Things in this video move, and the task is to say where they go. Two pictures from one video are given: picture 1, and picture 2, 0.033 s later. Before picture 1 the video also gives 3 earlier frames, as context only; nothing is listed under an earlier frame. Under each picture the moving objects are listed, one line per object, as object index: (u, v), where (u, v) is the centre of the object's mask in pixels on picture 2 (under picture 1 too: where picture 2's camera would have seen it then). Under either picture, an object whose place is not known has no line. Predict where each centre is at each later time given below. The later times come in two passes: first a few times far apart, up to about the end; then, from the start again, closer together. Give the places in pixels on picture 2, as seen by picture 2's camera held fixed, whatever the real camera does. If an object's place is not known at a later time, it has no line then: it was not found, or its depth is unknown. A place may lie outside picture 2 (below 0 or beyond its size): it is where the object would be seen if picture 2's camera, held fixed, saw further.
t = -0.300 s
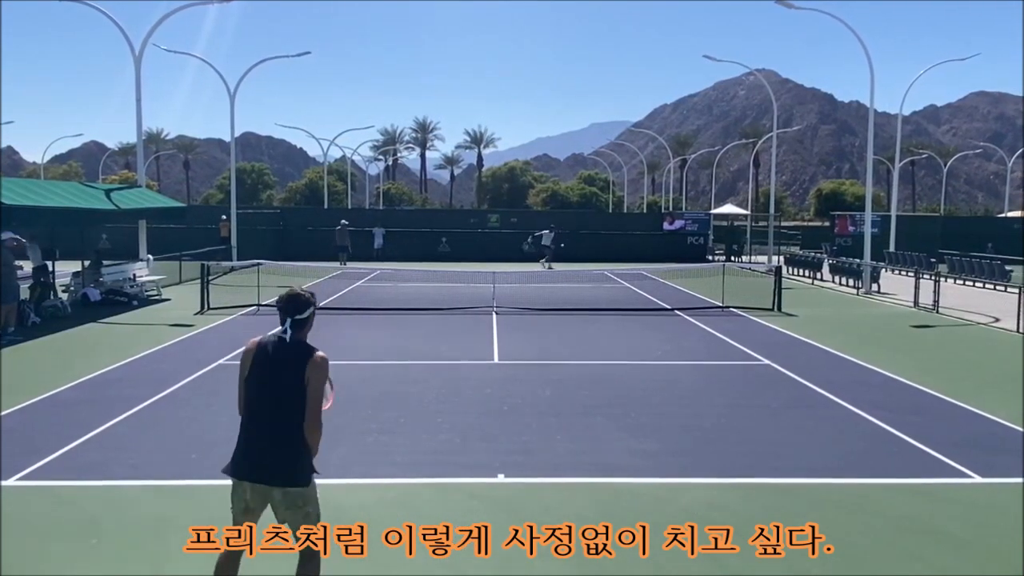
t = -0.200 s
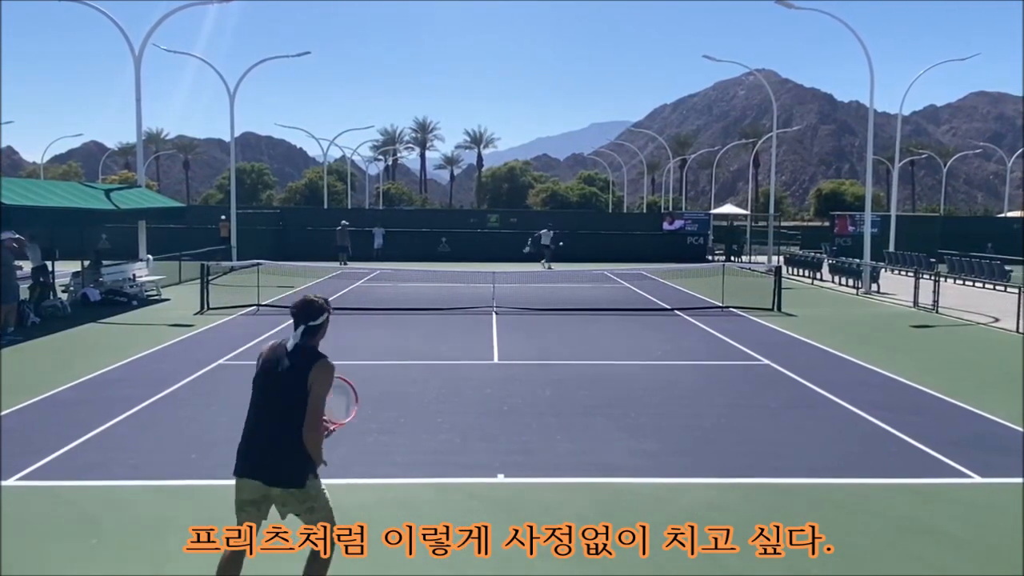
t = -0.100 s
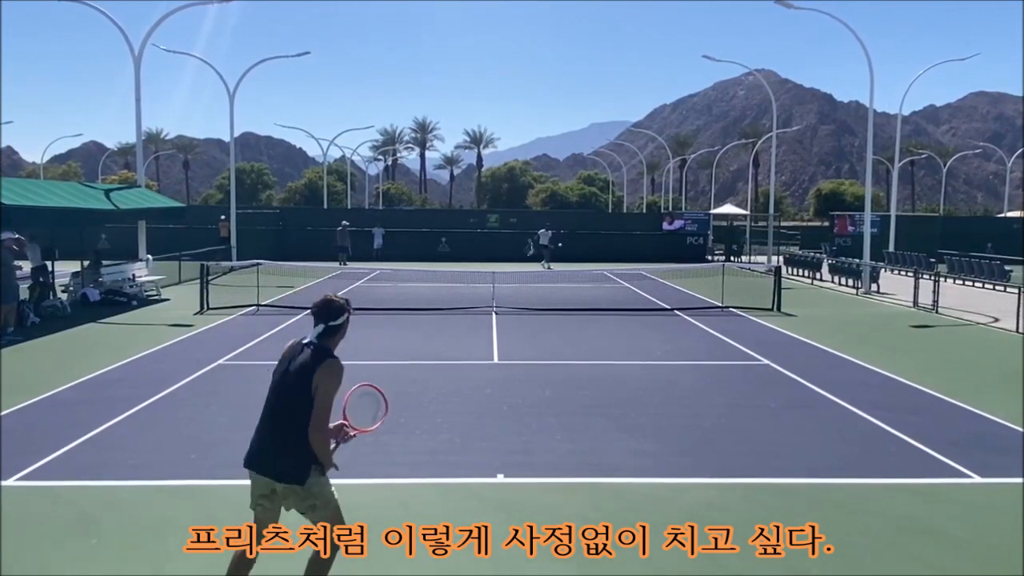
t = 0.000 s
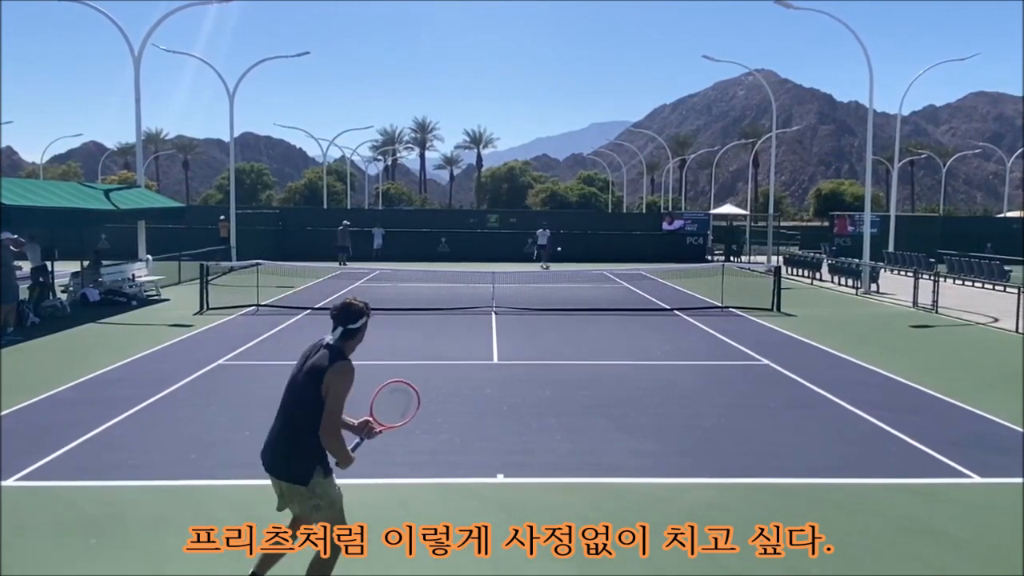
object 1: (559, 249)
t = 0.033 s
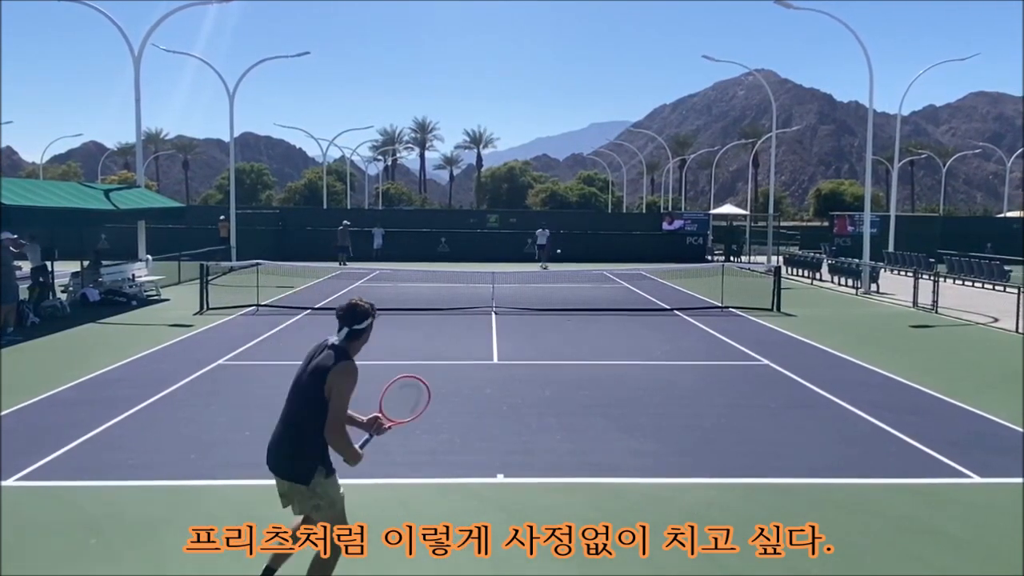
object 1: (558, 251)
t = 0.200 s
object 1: (557, 271)
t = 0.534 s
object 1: (555, 380)
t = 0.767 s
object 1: (567, 397)
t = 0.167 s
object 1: (557, 266)
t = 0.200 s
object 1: (557, 271)
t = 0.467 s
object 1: (555, 347)
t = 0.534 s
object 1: (555, 380)
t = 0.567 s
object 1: (555, 401)
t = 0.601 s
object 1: (556, 399)
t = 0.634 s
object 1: (558, 395)
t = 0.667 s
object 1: (560, 394)
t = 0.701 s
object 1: (562, 394)
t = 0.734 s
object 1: (564, 395)
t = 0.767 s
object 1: (567, 397)
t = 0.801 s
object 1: (569, 400)
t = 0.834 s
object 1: (572, 405)
